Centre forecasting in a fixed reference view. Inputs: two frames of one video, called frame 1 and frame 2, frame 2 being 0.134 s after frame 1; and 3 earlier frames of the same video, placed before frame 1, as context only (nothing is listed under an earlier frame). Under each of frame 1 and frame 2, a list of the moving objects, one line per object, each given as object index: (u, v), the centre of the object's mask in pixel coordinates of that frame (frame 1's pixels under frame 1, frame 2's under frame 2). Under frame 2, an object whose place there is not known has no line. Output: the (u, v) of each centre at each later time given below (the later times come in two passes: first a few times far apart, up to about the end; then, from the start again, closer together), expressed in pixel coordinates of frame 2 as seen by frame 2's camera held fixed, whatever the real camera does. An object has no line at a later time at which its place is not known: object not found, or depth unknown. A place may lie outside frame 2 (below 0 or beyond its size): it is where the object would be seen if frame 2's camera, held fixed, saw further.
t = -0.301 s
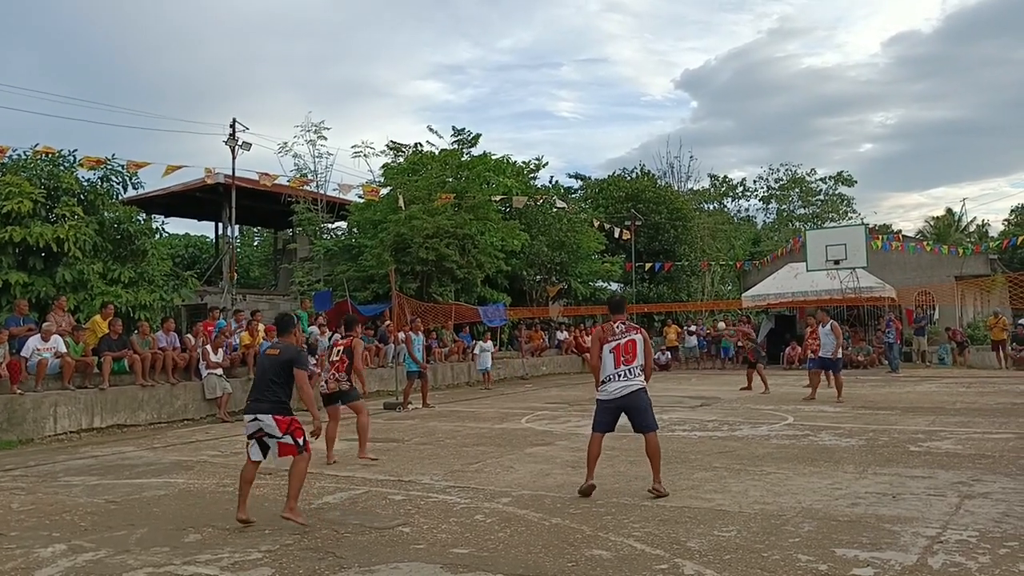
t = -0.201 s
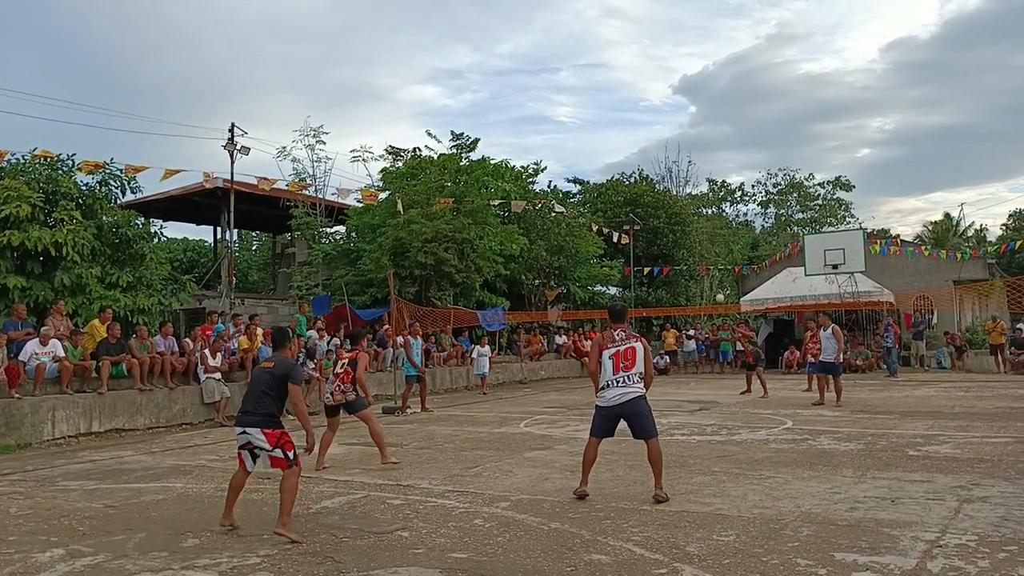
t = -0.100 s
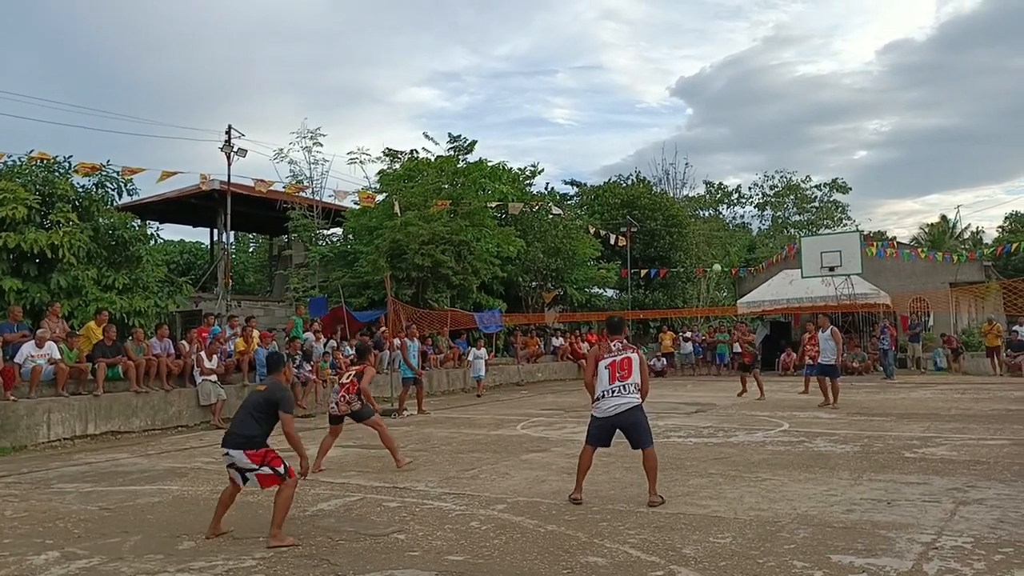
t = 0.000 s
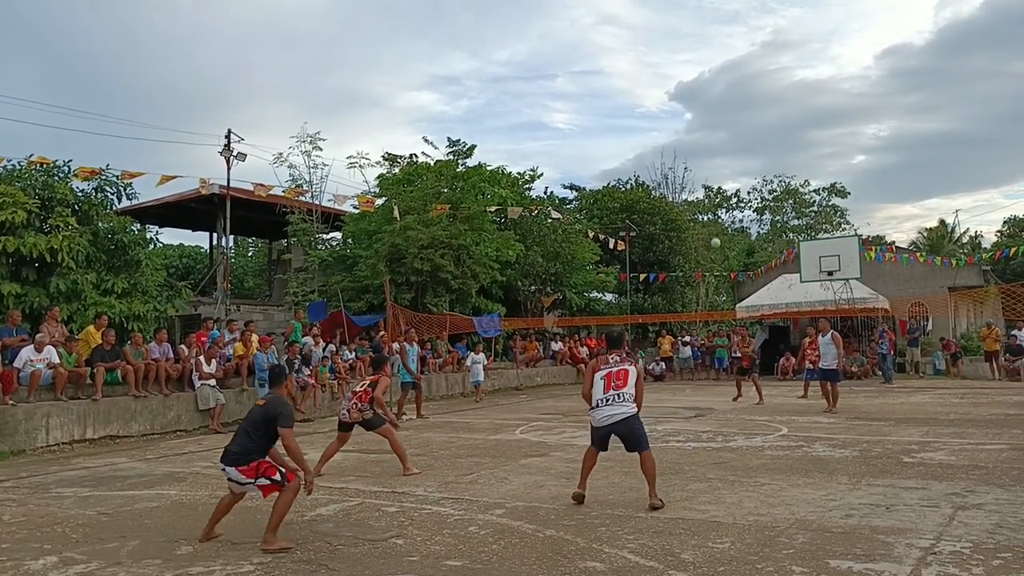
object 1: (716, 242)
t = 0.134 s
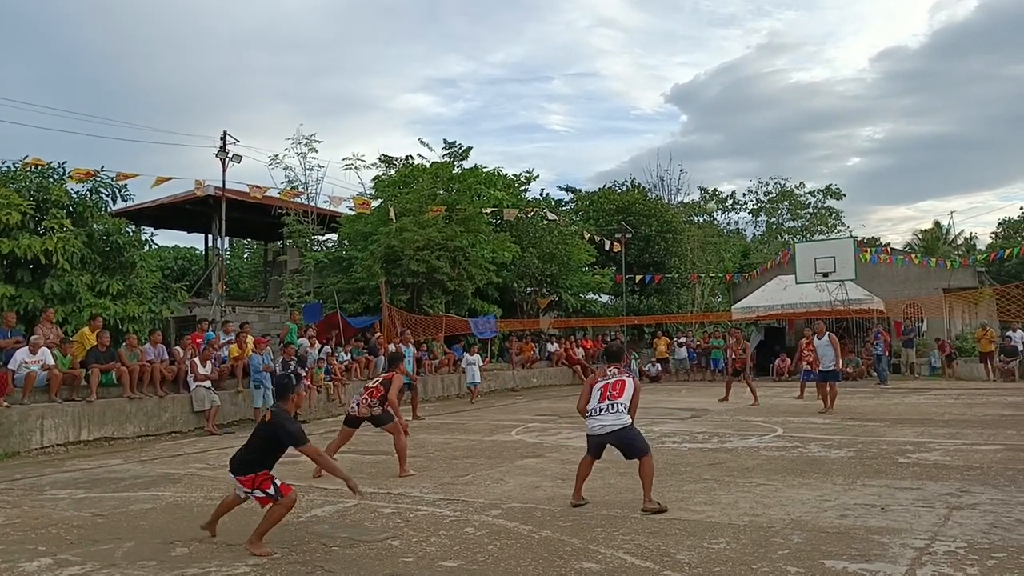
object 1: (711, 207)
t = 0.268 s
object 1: (710, 177)
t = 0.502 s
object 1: (710, 139)
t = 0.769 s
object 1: (711, 136)
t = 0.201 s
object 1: (710, 189)
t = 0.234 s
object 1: (710, 183)
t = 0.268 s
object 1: (710, 177)
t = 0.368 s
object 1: (710, 158)
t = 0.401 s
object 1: (710, 152)
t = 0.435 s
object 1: (710, 147)
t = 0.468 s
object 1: (710, 143)
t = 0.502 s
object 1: (710, 139)
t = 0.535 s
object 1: (710, 136)
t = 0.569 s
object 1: (710, 134)
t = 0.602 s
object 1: (710, 132)
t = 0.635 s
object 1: (711, 131)
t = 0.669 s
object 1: (711, 130)
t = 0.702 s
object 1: (711, 131)
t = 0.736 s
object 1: (711, 133)
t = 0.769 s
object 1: (711, 136)
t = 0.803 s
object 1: (712, 141)
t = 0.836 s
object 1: (713, 148)
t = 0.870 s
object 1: (714, 157)
